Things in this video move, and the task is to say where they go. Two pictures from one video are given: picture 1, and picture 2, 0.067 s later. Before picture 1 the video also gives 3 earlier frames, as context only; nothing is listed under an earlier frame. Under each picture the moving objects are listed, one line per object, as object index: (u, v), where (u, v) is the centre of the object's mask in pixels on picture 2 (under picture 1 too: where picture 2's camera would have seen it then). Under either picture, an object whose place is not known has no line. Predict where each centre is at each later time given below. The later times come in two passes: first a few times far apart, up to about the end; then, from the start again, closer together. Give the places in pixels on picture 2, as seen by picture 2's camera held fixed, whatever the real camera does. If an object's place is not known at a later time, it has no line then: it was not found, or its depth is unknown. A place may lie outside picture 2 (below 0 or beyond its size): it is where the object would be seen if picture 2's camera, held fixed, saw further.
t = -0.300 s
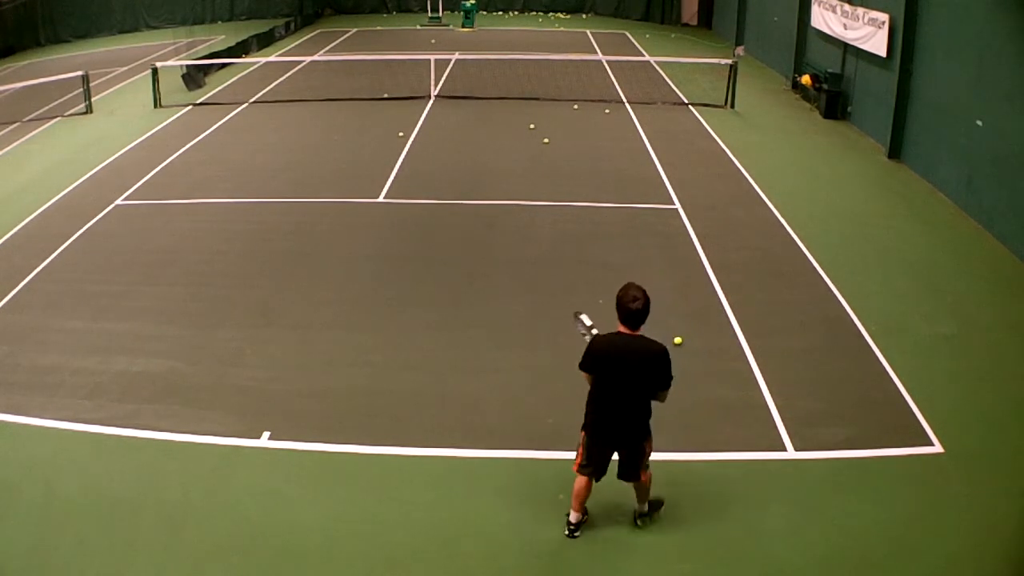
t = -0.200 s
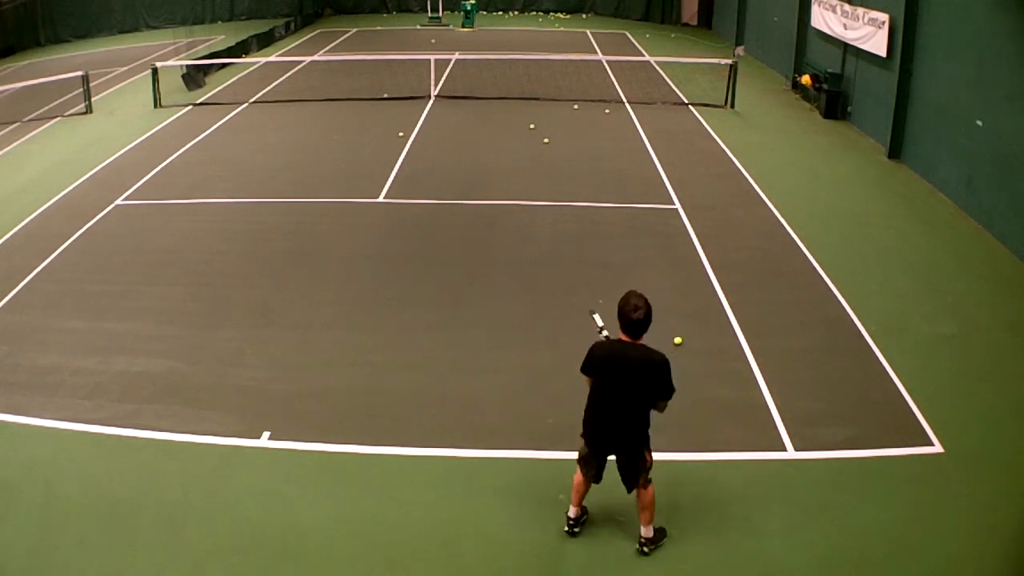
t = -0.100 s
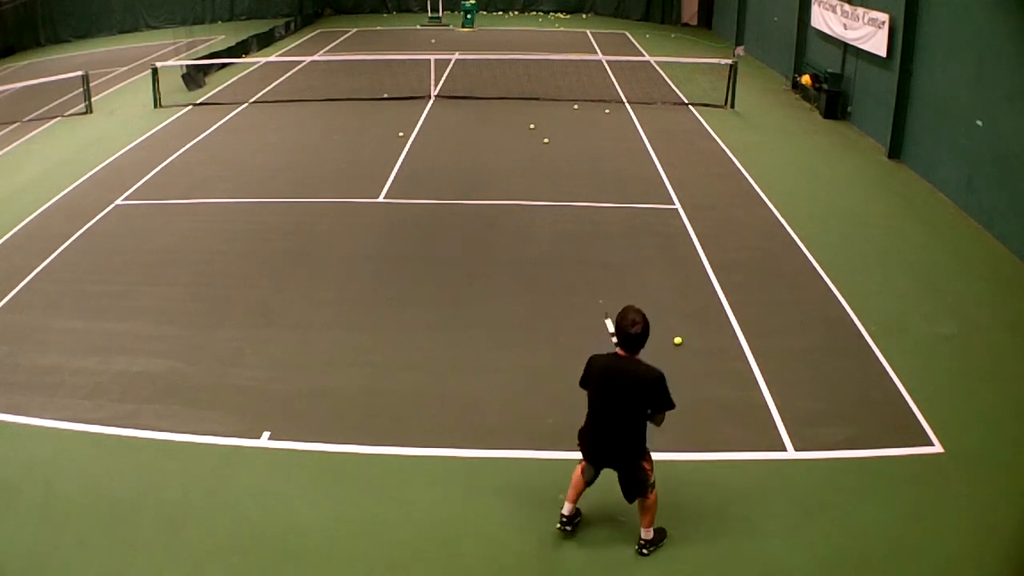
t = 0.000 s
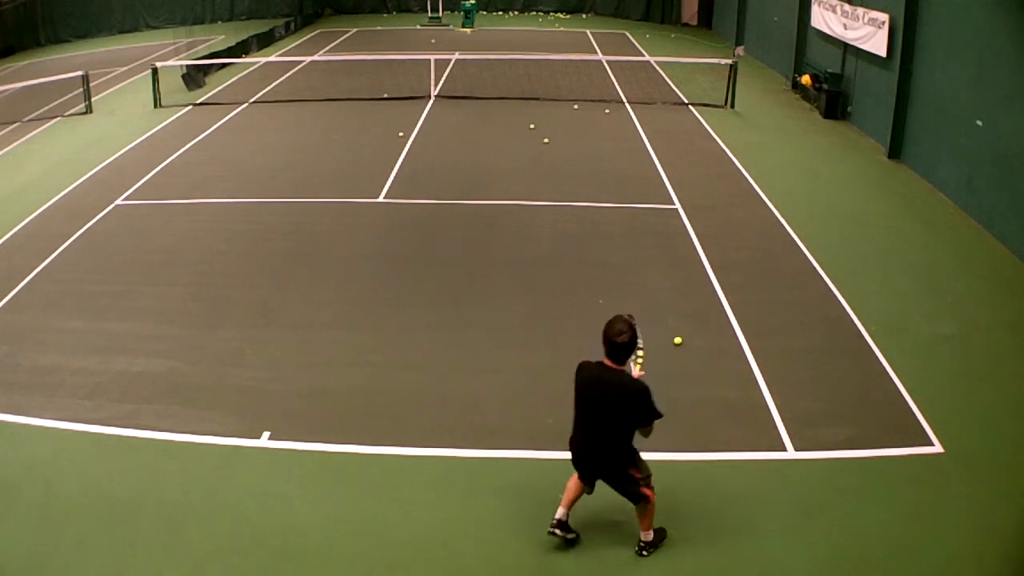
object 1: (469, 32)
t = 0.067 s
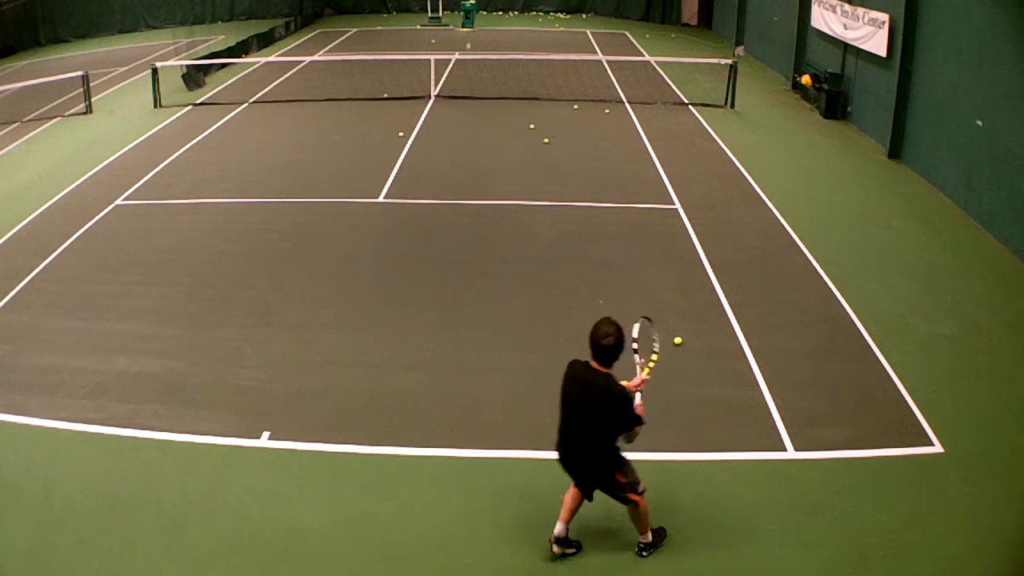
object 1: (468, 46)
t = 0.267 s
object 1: (466, 124)
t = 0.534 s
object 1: (463, 230)
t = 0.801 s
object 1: (461, 283)
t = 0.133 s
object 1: (468, 65)
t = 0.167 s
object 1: (467, 78)
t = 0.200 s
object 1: (467, 91)
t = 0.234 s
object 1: (466, 107)
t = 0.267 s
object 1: (466, 124)
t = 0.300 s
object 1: (466, 143)
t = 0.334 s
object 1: (466, 165)
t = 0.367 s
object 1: (465, 189)
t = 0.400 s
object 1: (465, 217)
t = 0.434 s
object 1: (464, 233)
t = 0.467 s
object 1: (464, 232)
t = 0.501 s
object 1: (464, 230)
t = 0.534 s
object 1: (463, 230)
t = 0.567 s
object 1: (463, 232)
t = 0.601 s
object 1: (463, 234)
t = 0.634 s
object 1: (463, 238)
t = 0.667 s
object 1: (463, 243)
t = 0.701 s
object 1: (462, 250)
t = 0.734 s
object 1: (462, 259)
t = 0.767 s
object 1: (461, 270)
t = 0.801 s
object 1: (461, 283)
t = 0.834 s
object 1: (461, 299)
